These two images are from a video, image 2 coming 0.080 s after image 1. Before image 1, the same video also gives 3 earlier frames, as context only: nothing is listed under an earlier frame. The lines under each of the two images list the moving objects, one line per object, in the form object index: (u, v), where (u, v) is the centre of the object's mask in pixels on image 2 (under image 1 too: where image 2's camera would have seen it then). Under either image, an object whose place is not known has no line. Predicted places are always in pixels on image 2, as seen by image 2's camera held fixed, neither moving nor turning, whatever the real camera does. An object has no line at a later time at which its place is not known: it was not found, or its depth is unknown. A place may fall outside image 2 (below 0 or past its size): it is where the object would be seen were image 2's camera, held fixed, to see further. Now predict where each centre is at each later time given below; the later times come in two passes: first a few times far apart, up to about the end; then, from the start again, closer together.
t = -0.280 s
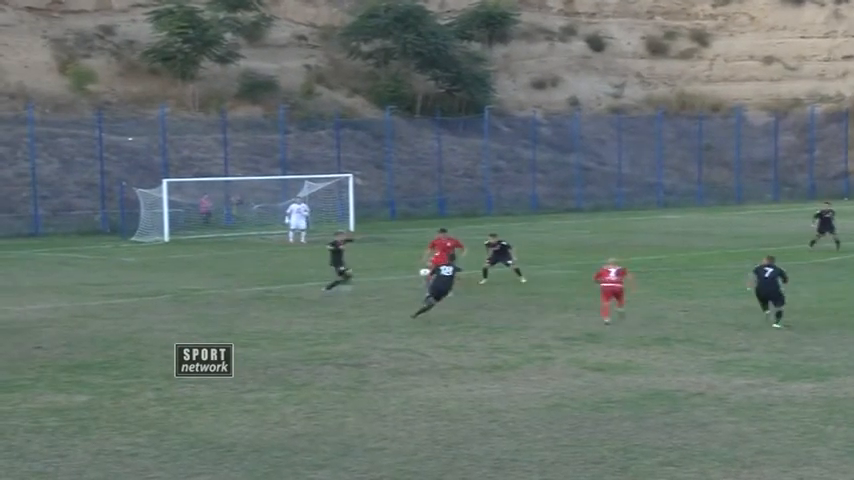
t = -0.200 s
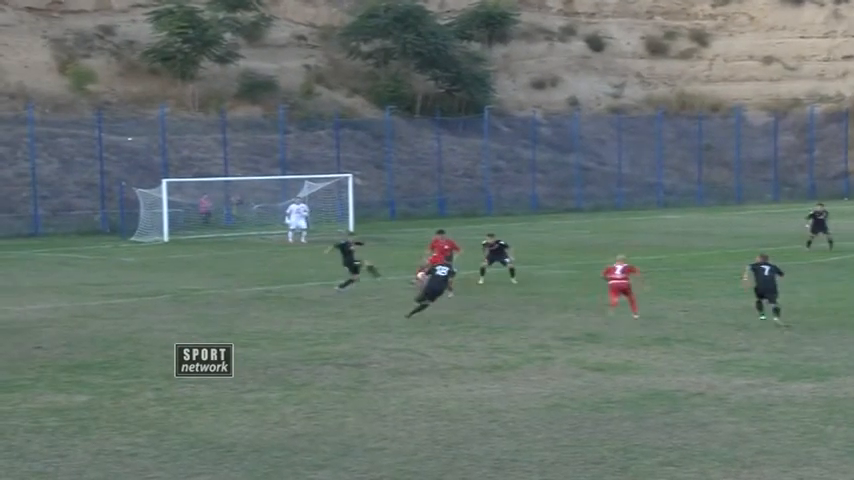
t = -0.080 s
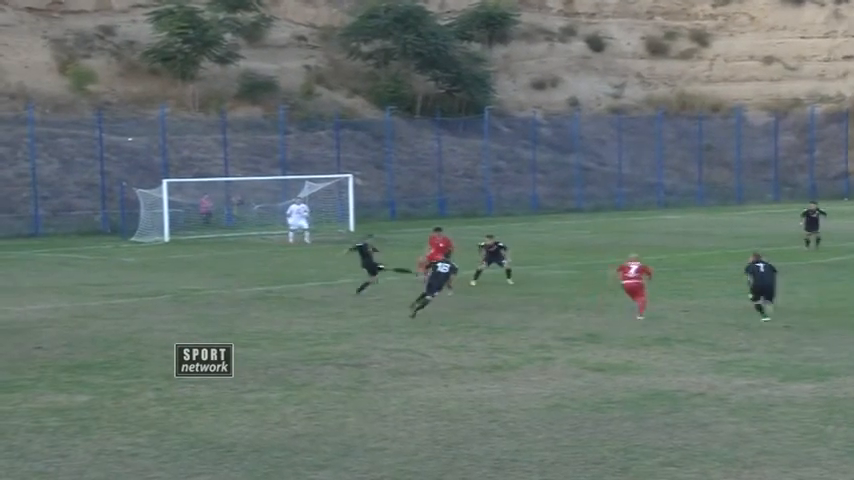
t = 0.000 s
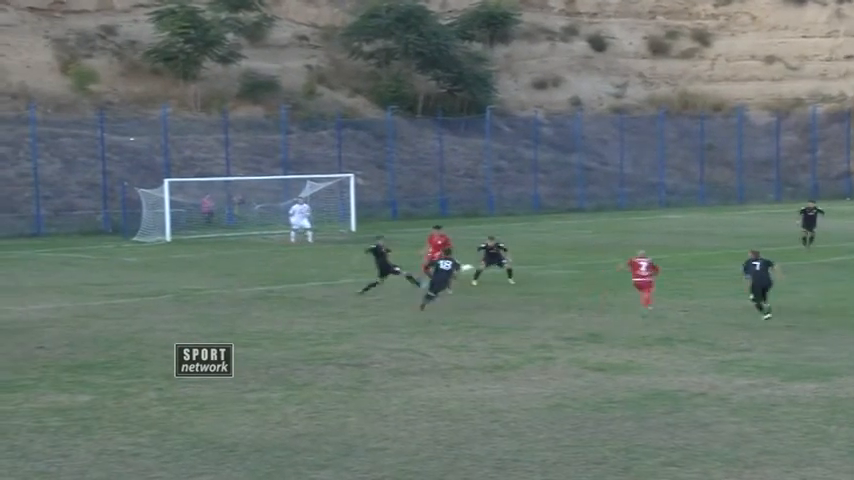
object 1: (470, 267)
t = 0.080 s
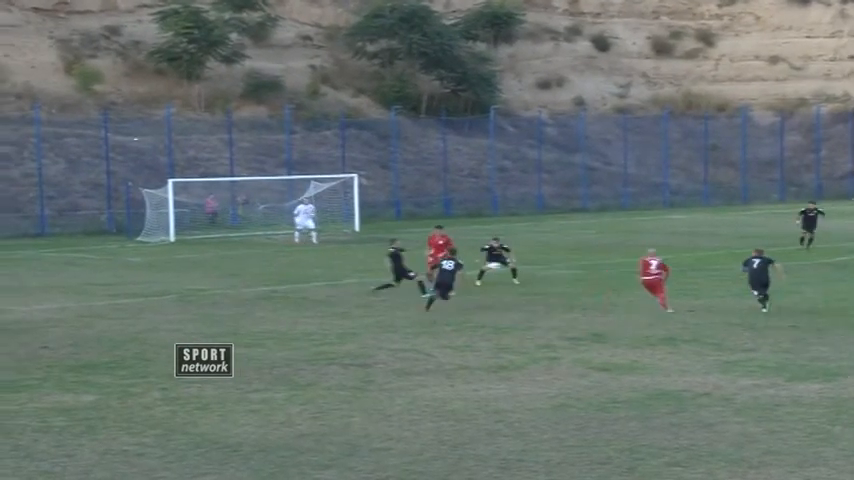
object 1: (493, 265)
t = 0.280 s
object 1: (551, 270)
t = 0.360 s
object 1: (574, 276)
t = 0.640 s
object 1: (643, 279)
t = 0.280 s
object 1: (551, 270)
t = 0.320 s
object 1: (563, 273)
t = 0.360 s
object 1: (574, 276)
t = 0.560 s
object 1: (626, 285)
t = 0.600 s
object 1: (635, 282)
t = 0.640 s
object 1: (643, 279)
